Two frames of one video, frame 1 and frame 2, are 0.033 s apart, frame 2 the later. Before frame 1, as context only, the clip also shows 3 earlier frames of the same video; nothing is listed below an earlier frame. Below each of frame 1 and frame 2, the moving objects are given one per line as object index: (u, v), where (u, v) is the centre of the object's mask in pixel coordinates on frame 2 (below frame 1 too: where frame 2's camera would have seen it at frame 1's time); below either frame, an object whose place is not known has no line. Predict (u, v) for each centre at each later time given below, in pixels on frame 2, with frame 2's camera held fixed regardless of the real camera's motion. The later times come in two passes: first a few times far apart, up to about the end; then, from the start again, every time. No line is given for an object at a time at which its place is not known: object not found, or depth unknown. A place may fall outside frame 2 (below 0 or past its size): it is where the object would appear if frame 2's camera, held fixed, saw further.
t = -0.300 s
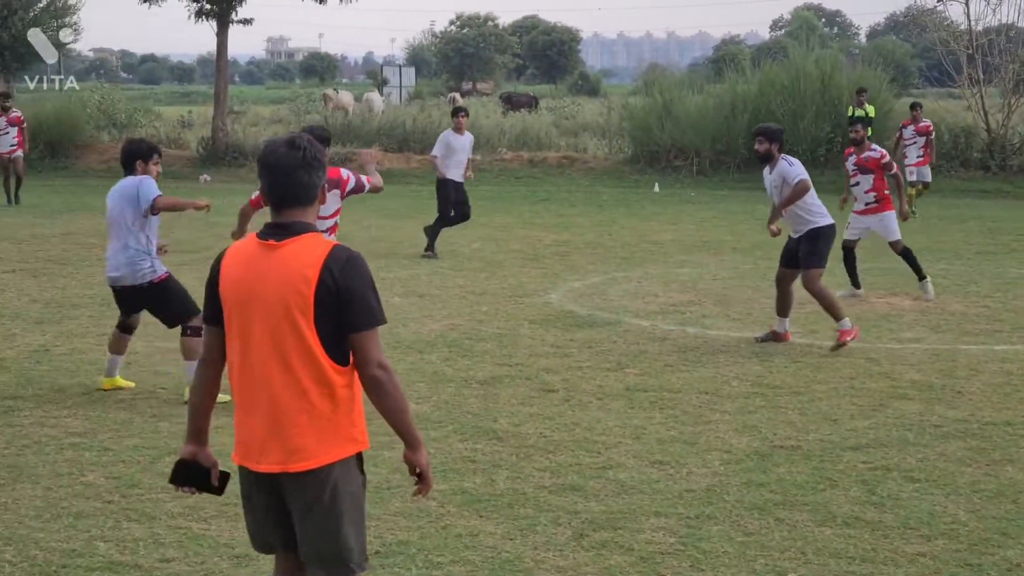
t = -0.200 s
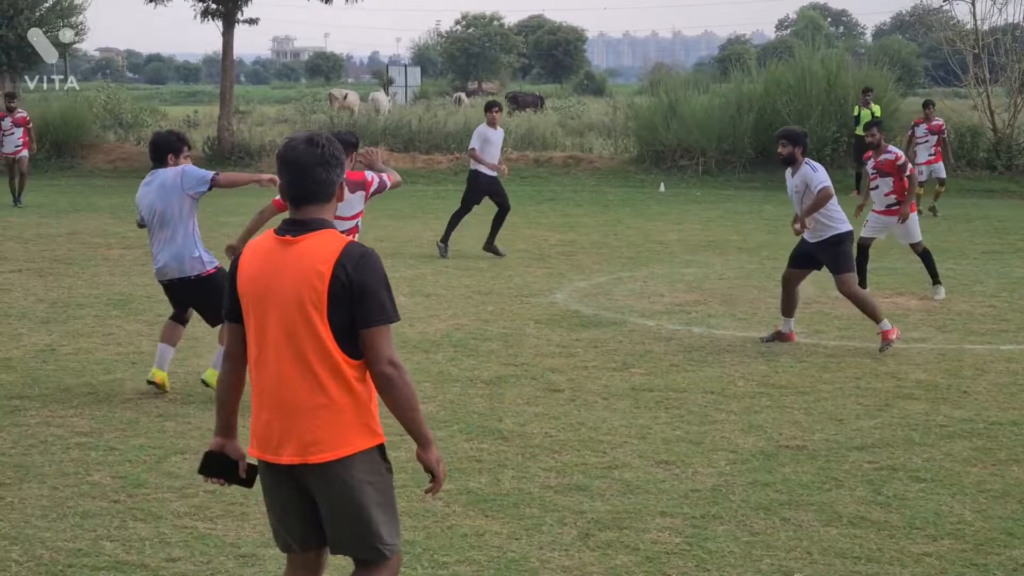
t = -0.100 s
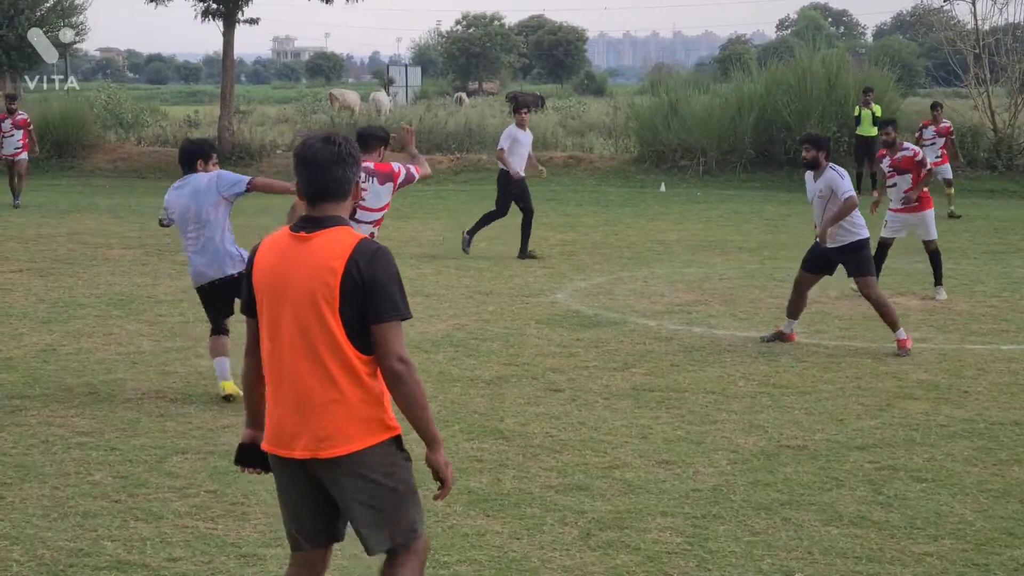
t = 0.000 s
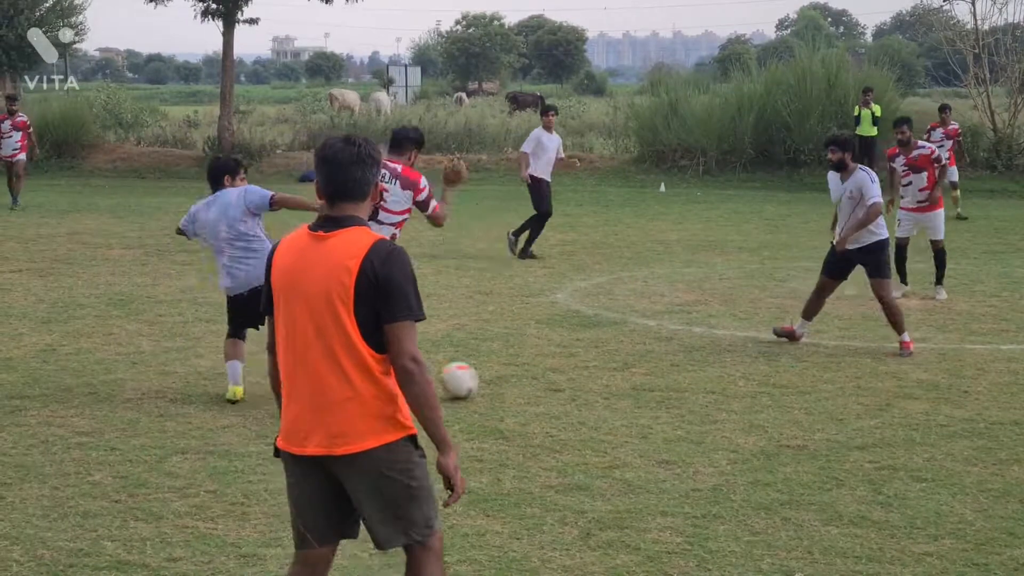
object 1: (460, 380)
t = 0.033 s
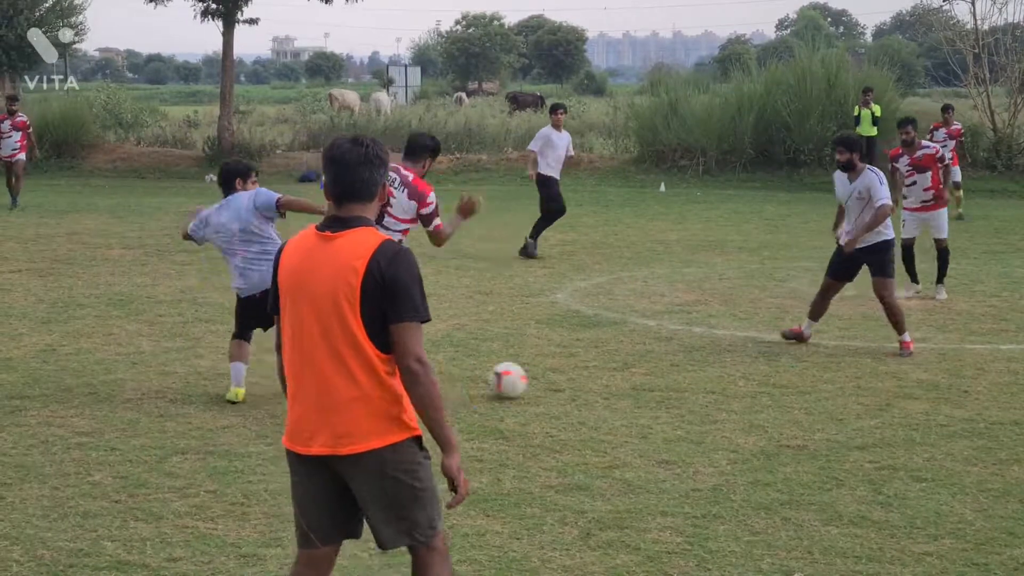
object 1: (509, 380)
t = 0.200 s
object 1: (729, 378)
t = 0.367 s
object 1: (957, 380)
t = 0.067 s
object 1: (556, 381)
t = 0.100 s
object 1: (599, 378)
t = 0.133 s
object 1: (642, 377)
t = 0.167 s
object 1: (686, 377)
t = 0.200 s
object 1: (729, 378)
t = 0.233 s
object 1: (771, 380)
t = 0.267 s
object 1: (808, 377)
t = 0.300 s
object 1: (845, 374)
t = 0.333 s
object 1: (881, 374)
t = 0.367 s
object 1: (957, 380)
